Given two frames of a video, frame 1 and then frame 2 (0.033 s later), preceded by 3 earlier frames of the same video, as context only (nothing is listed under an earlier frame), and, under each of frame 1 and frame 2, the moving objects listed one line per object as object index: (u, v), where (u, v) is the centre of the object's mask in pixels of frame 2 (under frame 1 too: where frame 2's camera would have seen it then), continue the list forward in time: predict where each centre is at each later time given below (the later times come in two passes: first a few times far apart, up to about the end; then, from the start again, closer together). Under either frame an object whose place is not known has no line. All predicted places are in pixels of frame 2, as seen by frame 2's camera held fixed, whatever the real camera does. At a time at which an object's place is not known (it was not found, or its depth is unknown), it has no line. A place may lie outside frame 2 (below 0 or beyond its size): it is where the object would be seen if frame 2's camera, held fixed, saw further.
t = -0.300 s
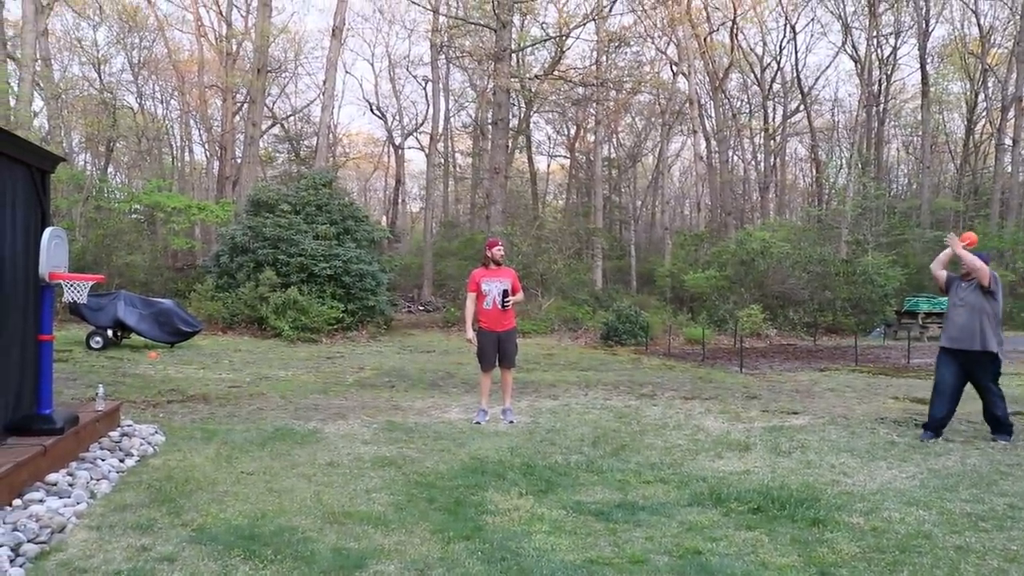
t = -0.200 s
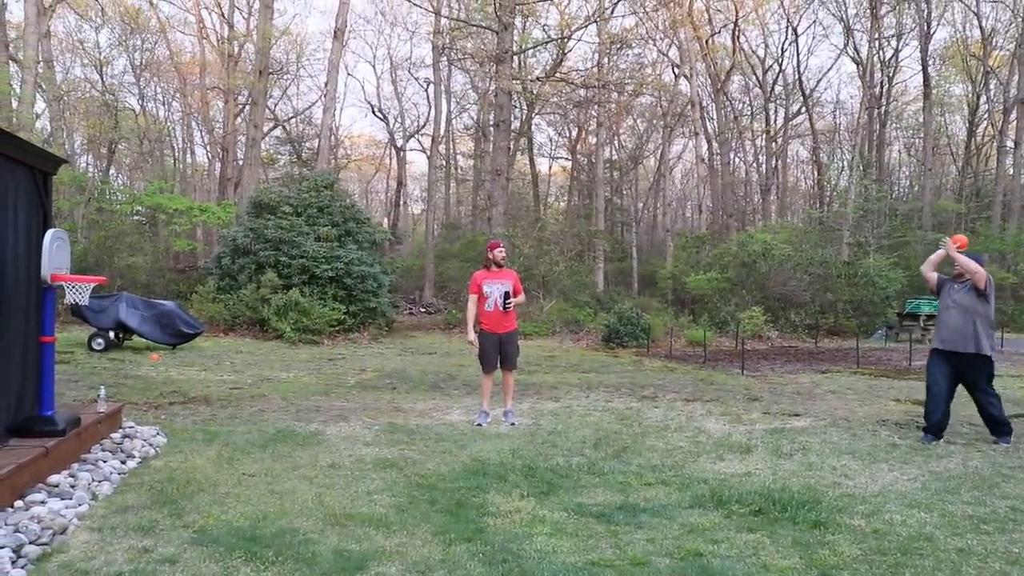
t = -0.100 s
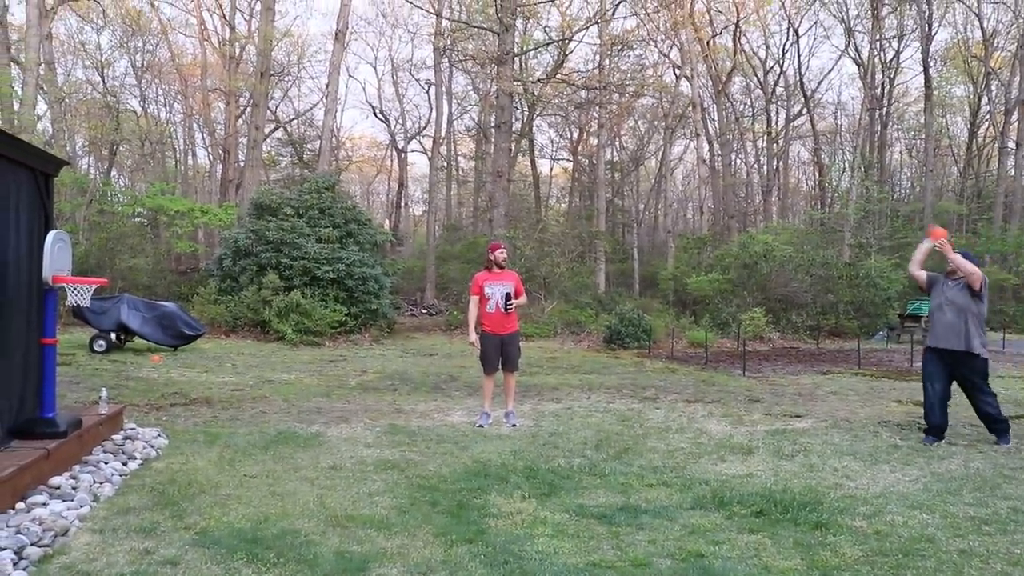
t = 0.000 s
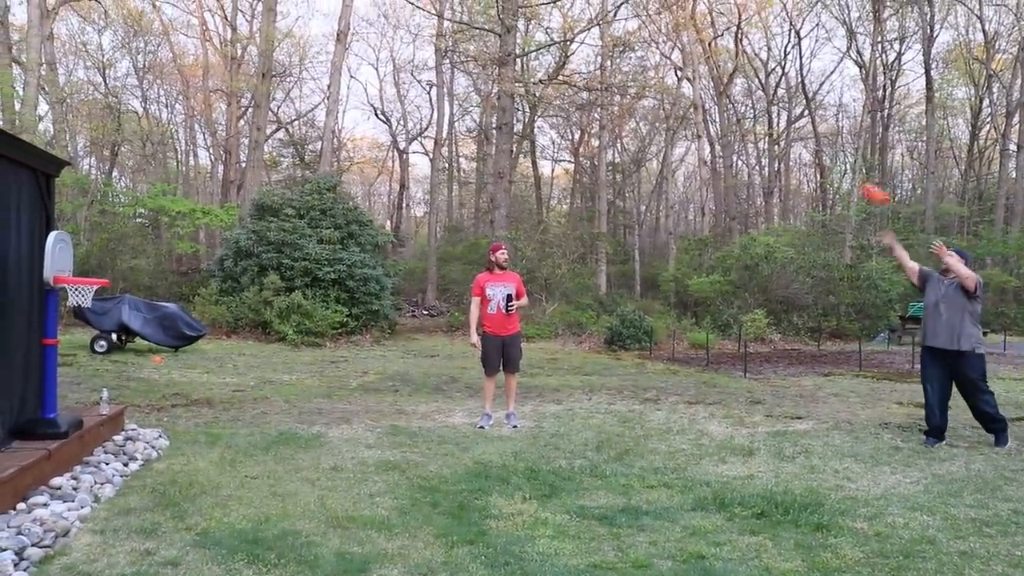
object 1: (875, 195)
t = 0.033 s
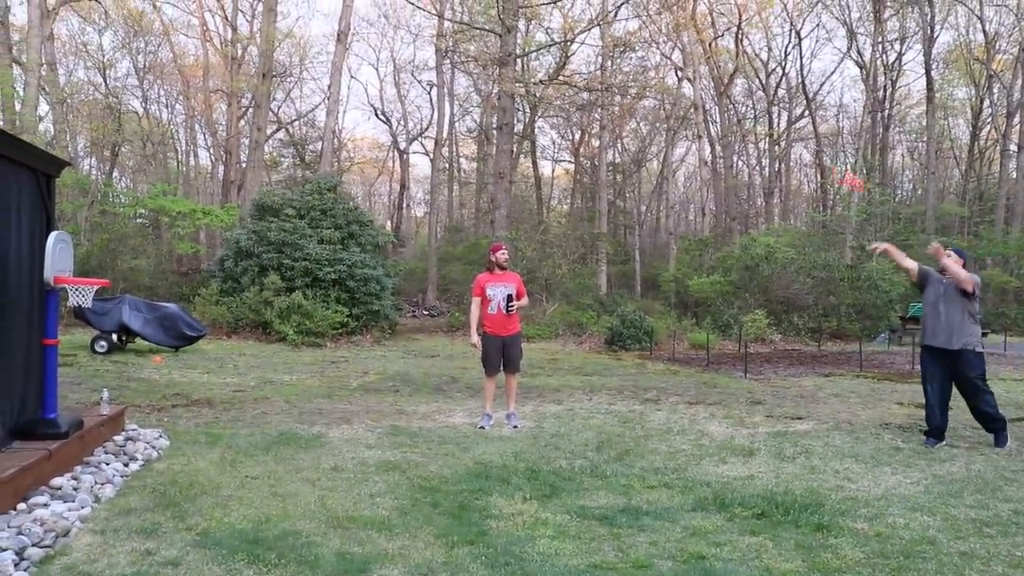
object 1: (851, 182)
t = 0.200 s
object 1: (717, 132)
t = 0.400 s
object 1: (547, 117)
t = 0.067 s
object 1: (822, 168)
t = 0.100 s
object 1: (795, 157)
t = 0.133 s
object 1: (770, 147)
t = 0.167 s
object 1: (743, 138)
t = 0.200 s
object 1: (717, 132)
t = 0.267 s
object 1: (661, 122)
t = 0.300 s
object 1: (633, 119)
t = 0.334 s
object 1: (607, 118)
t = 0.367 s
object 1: (577, 117)
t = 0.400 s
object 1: (547, 117)
